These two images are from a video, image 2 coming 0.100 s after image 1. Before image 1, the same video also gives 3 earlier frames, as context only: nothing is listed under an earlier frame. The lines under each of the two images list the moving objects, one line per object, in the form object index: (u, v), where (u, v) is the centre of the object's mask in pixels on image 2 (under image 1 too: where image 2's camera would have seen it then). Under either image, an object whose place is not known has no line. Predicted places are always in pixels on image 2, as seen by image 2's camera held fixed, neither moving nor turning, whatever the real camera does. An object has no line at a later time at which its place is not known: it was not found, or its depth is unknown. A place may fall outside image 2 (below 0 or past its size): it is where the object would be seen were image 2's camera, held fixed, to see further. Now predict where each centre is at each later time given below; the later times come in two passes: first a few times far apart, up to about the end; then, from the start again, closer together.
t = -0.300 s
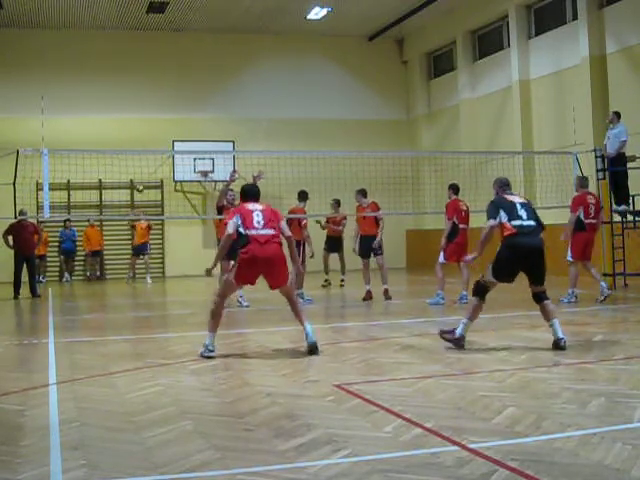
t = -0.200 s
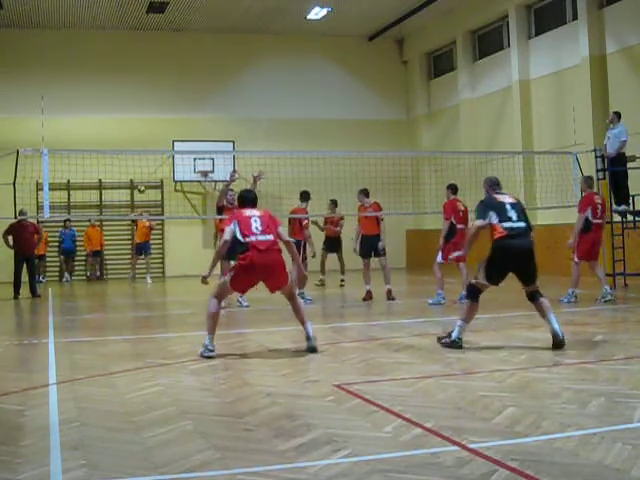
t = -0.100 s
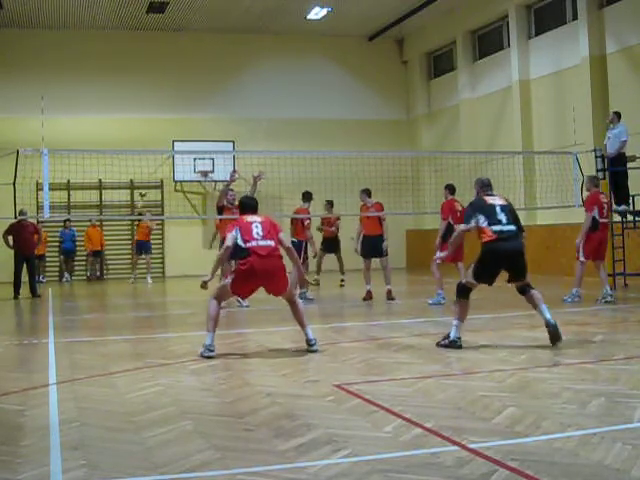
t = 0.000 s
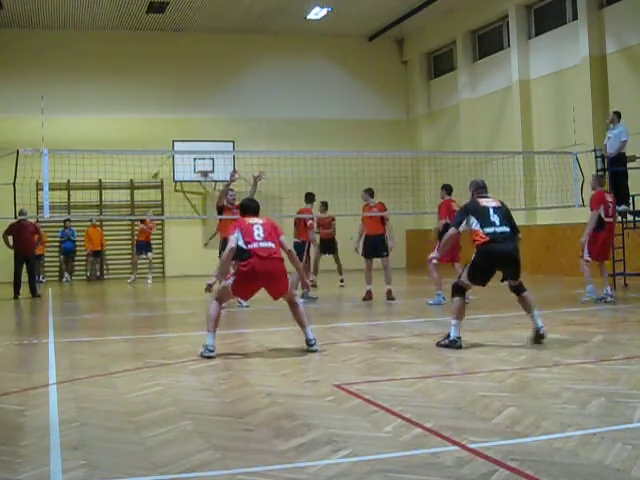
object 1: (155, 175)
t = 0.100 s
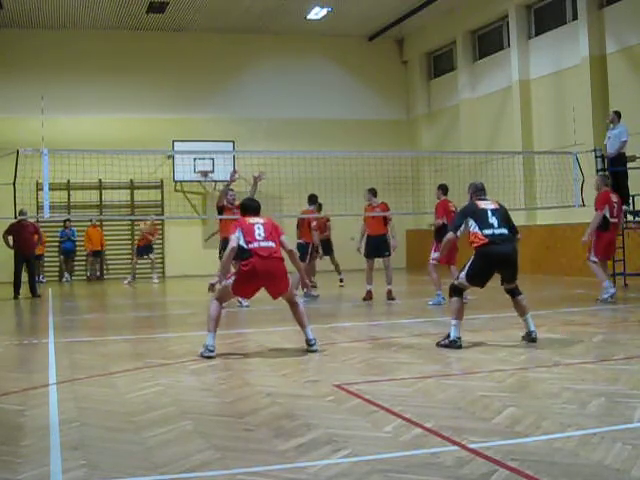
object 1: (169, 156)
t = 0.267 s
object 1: (196, 127)
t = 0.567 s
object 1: (256, 98)
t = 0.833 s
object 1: (327, 105)
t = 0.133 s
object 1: (174, 147)
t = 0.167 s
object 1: (179, 141)
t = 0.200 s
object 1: (185, 137)
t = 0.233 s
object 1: (190, 132)
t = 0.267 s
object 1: (196, 127)
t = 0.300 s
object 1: (202, 122)
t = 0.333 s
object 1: (208, 118)
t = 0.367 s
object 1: (214, 114)
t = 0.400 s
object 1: (220, 110)
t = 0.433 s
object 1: (227, 108)
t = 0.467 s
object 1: (234, 104)
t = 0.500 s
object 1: (241, 101)
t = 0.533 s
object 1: (248, 99)
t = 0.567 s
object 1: (256, 98)
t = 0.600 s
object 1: (264, 97)
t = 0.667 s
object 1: (280, 96)
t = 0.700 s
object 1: (289, 97)
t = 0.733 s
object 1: (298, 98)
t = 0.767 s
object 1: (307, 100)
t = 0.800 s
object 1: (317, 102)
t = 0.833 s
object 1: (327, 105)
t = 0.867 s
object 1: (338, 110)
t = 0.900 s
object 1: (349, 116)
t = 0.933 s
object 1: (361, 122)
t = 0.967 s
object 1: (373, 128)
